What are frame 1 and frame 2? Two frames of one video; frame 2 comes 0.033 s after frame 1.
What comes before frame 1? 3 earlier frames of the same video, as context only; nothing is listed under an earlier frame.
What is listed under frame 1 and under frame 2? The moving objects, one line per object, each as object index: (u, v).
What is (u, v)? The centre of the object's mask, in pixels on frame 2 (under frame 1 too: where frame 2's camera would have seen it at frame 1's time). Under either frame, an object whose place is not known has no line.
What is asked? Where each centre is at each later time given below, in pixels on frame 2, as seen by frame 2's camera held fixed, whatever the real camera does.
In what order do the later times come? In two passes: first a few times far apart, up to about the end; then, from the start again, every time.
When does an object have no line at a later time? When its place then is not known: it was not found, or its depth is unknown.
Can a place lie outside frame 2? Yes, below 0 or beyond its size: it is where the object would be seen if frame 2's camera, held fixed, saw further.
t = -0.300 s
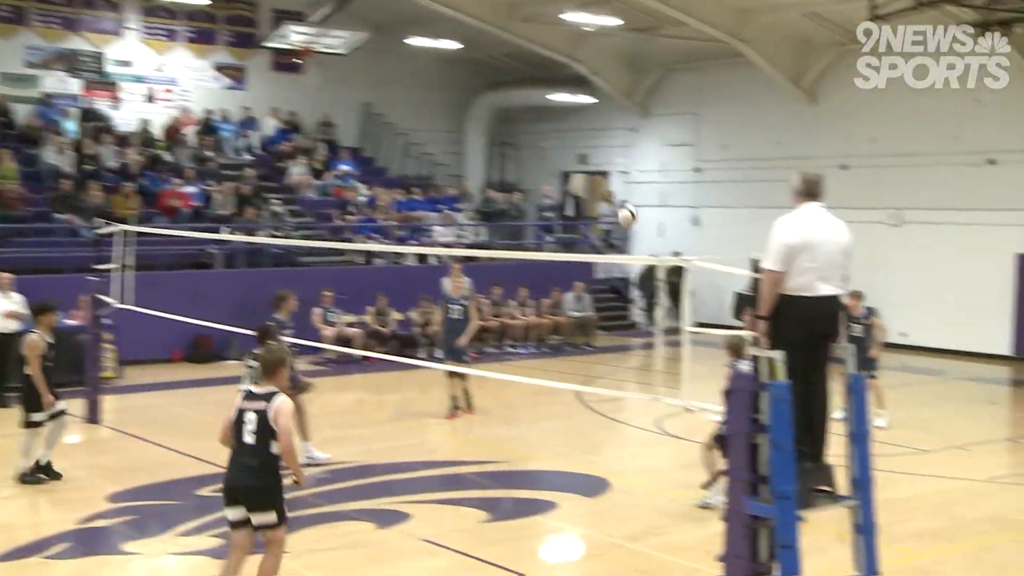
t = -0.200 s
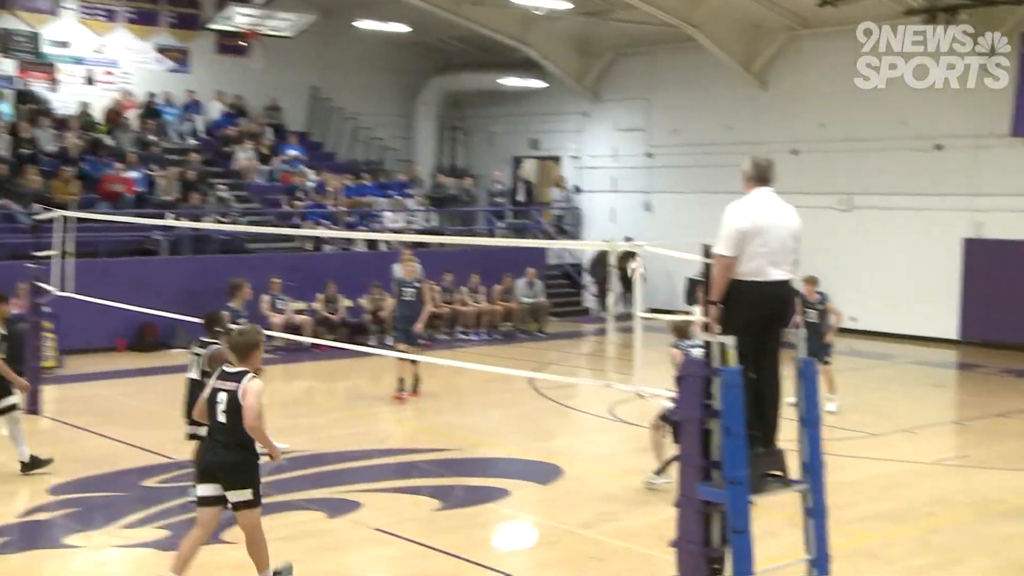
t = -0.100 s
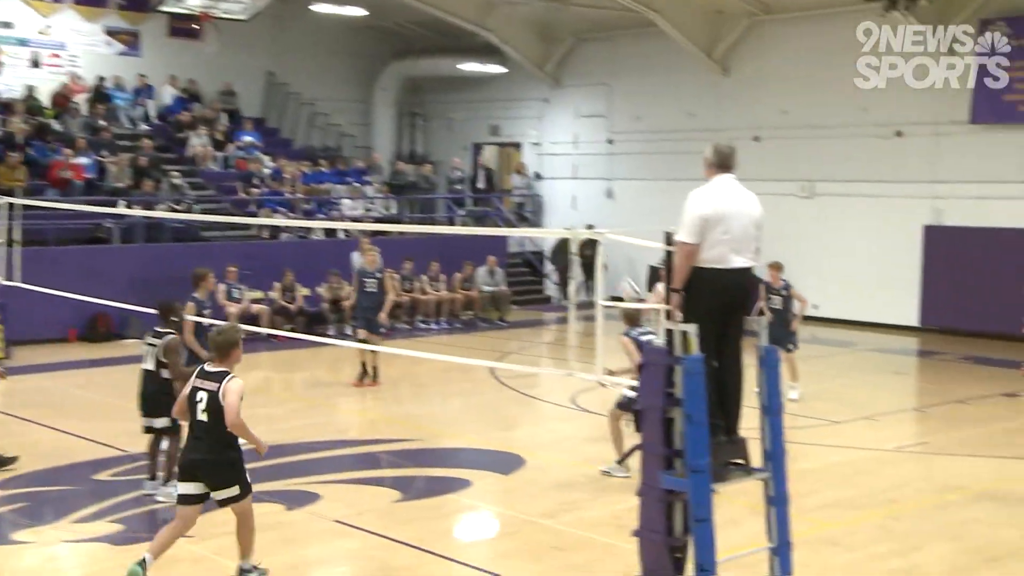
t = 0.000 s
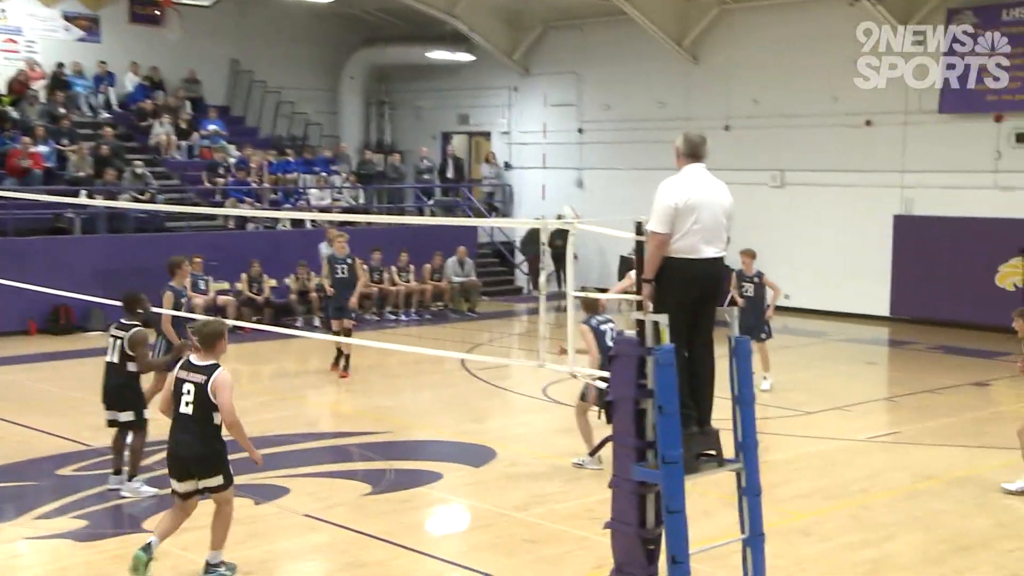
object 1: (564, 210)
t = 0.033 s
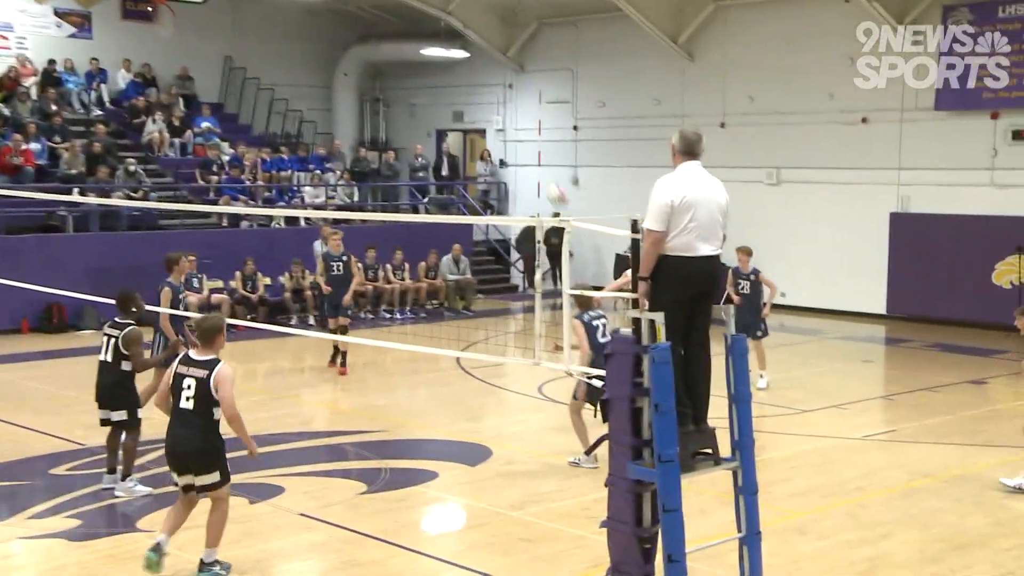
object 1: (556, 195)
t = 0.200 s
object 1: (510, 114)
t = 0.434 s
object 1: (444, 37)
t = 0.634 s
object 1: (383, 14)
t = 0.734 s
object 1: (351, 16)
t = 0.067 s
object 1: (548, 178)
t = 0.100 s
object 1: (539, 160)
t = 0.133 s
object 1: (528, 145)
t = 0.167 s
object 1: (521, 129)
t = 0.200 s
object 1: (510, 114)
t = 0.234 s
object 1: (500, 99)
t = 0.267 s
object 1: (492, 86)
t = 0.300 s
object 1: (484, 74)
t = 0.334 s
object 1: (475, 65)
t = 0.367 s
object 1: (465, 54)
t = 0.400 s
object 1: (454, 45)
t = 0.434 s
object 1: (444, 37)
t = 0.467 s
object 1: (434, 31)
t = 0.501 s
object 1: (424, 25)
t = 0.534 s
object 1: (414, 21)
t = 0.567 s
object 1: (404, 17)
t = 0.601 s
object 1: (393, 15)
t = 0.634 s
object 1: (383, 14)
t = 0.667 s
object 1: (372, 13)
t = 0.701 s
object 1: (362, 14)
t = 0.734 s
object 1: (351, 16)
